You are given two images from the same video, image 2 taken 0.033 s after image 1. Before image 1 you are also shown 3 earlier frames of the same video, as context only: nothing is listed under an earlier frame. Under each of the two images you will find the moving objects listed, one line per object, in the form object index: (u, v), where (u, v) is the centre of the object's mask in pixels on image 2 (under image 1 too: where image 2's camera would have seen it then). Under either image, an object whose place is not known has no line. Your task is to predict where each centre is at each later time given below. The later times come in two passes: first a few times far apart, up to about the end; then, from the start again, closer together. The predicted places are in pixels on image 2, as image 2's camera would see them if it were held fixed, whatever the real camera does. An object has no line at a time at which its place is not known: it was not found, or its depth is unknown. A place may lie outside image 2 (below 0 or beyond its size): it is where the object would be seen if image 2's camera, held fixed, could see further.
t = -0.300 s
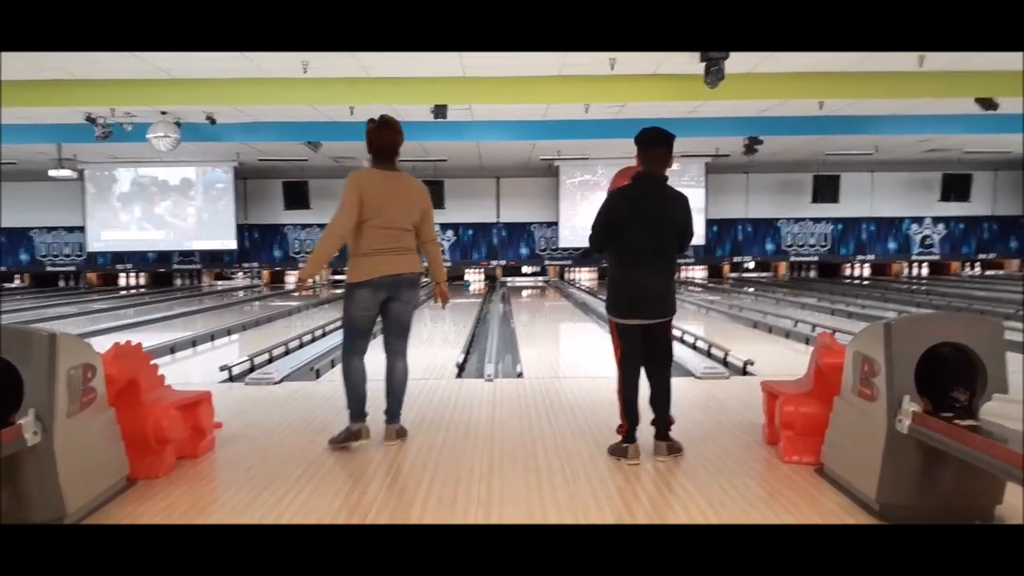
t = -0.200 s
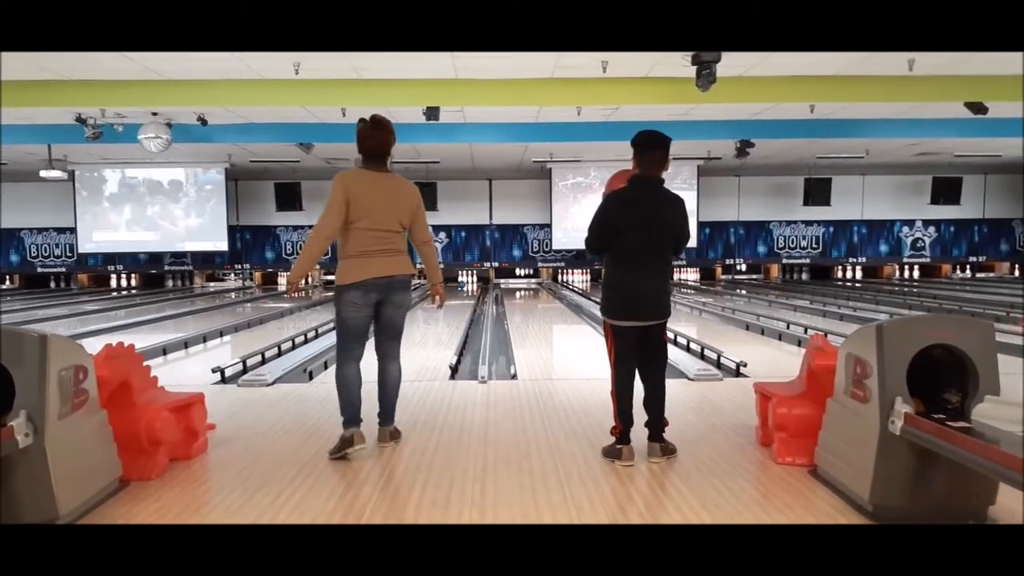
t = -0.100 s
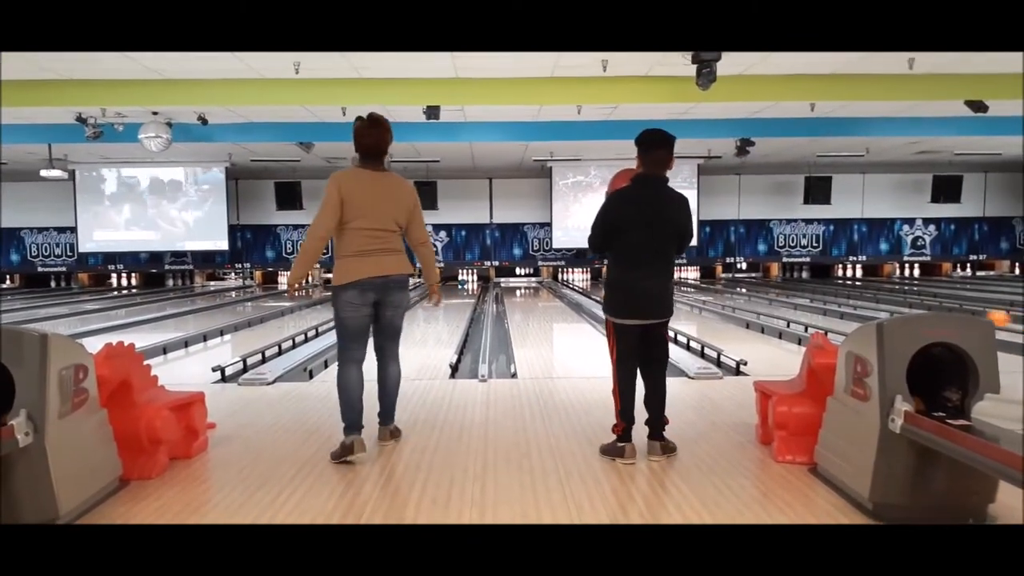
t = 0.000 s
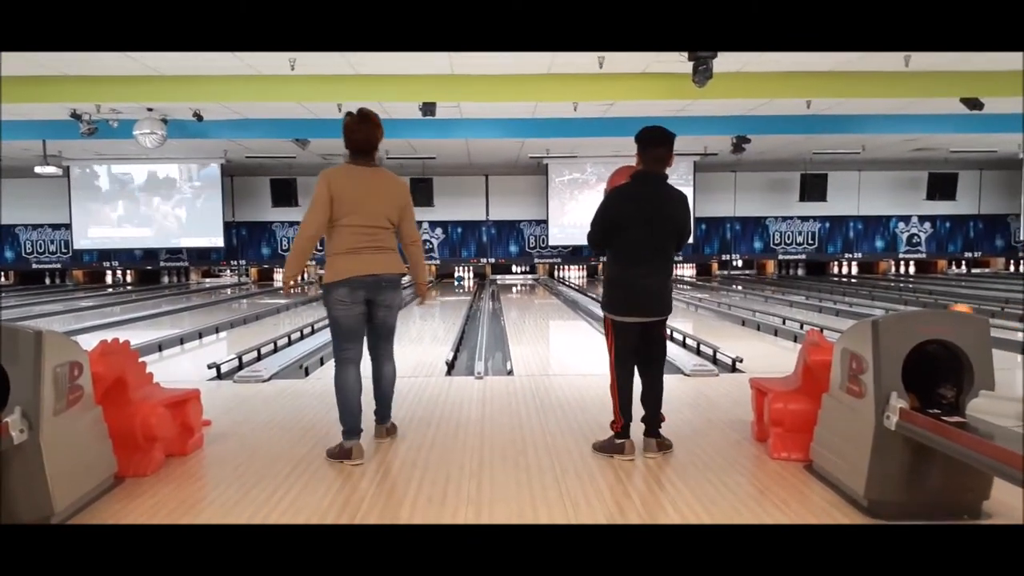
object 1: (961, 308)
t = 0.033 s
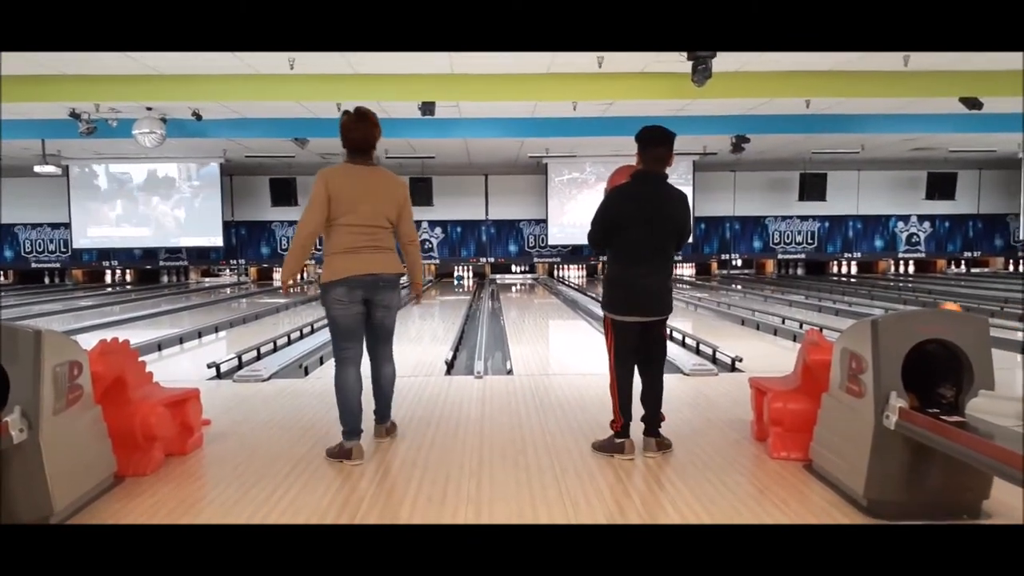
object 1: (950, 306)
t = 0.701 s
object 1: (812, 292)
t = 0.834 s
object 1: (794, 289)
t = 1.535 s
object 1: (729, 280)
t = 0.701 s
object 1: (812, 292)
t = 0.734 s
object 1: (808, 291)
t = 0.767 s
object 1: (803, 291)
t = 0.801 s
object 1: (798, 290)
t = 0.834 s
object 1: (794, 289)
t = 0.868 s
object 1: (789, 289)
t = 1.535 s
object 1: (729, 280)
